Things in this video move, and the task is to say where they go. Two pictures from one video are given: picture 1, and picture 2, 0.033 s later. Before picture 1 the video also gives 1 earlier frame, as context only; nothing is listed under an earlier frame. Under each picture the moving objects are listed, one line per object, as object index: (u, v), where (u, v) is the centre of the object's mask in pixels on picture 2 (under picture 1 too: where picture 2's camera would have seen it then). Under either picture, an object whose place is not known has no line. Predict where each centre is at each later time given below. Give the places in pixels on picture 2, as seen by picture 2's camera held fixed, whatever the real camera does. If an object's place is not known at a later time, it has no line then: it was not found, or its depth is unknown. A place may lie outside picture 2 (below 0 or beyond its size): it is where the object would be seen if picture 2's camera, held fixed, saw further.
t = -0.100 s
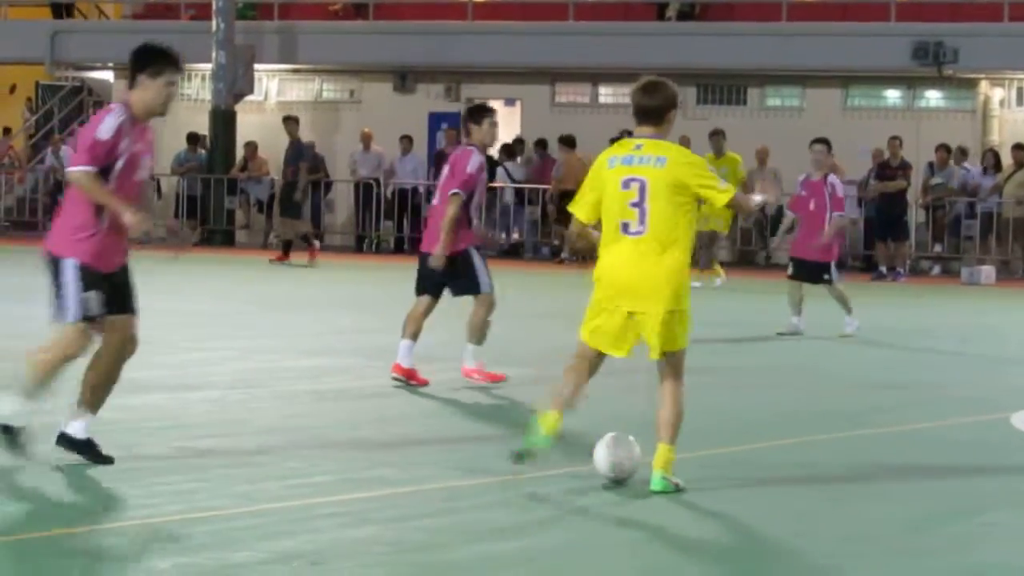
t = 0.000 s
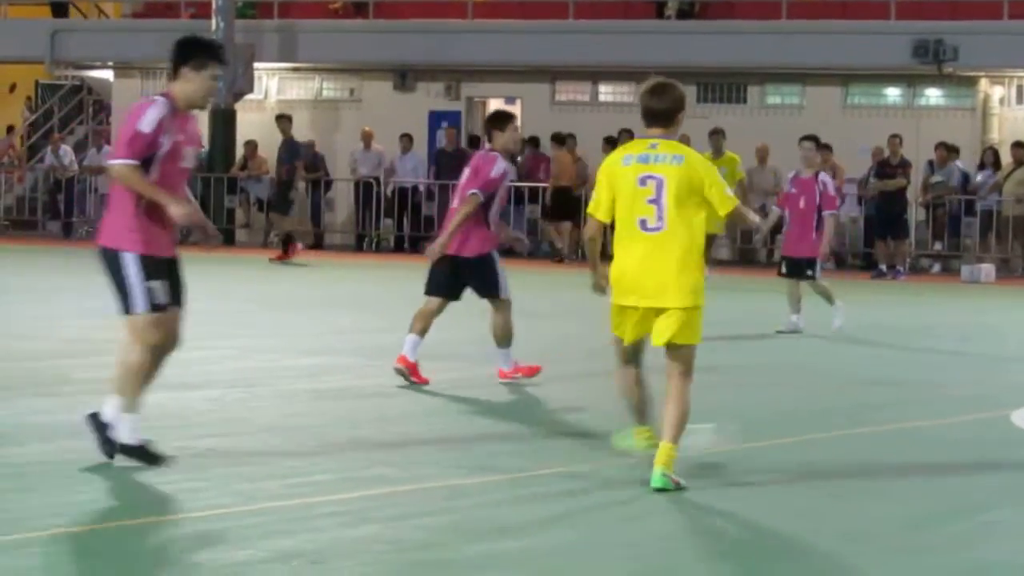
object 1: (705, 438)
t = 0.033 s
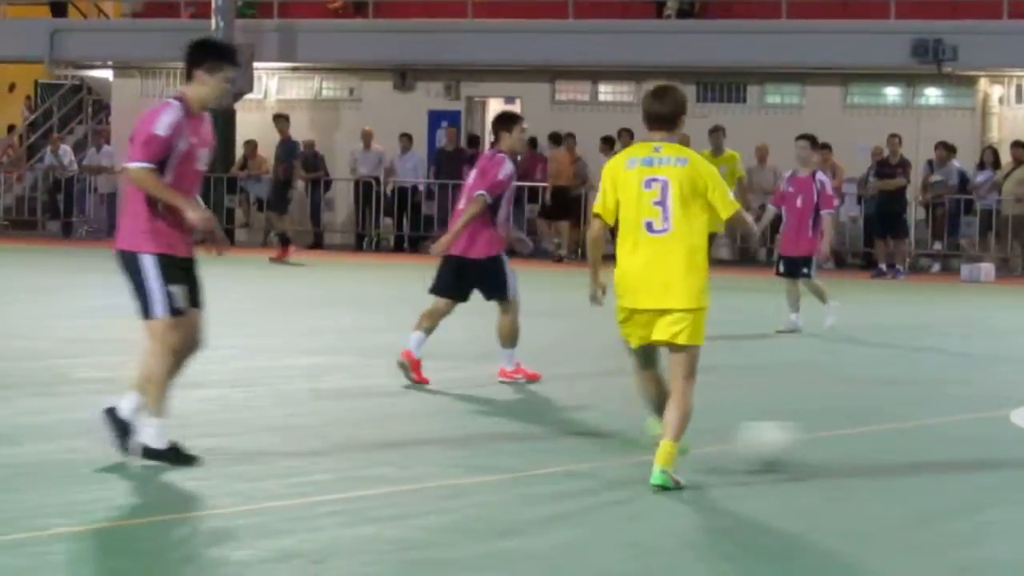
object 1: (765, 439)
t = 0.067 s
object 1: (827, 438)
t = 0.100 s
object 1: (882, 434)
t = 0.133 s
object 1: (934, 434)
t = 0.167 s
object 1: (980, 432)
